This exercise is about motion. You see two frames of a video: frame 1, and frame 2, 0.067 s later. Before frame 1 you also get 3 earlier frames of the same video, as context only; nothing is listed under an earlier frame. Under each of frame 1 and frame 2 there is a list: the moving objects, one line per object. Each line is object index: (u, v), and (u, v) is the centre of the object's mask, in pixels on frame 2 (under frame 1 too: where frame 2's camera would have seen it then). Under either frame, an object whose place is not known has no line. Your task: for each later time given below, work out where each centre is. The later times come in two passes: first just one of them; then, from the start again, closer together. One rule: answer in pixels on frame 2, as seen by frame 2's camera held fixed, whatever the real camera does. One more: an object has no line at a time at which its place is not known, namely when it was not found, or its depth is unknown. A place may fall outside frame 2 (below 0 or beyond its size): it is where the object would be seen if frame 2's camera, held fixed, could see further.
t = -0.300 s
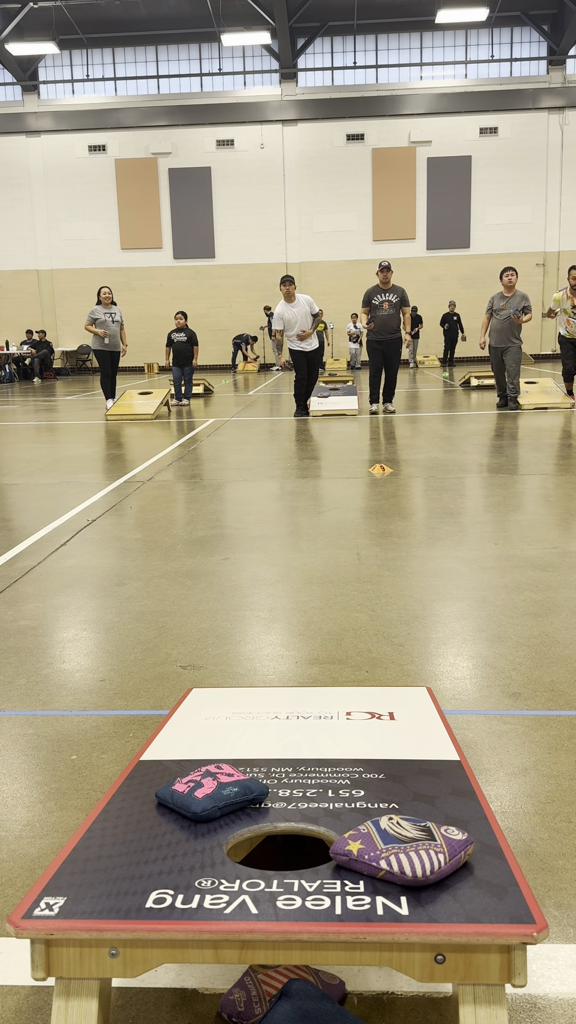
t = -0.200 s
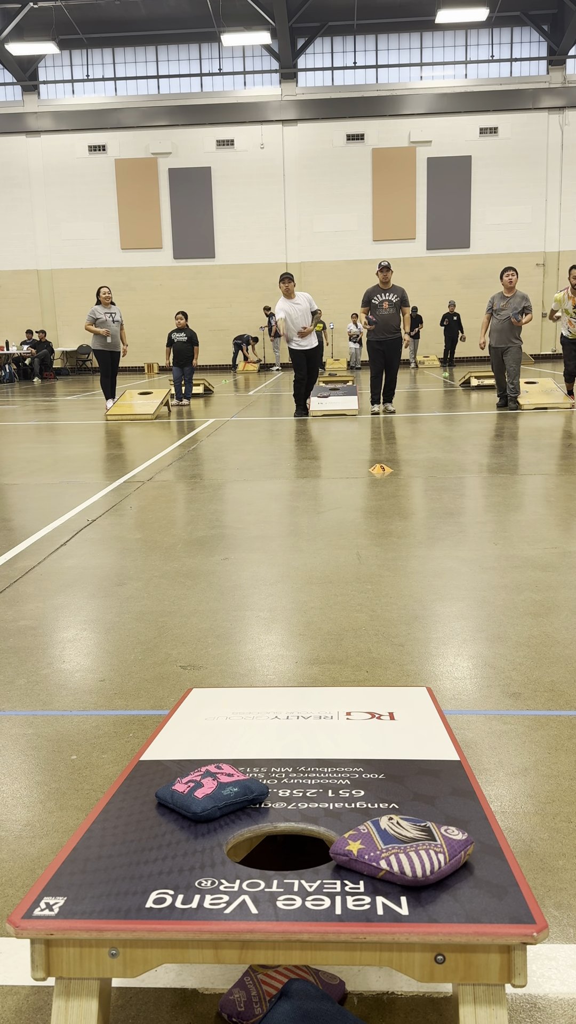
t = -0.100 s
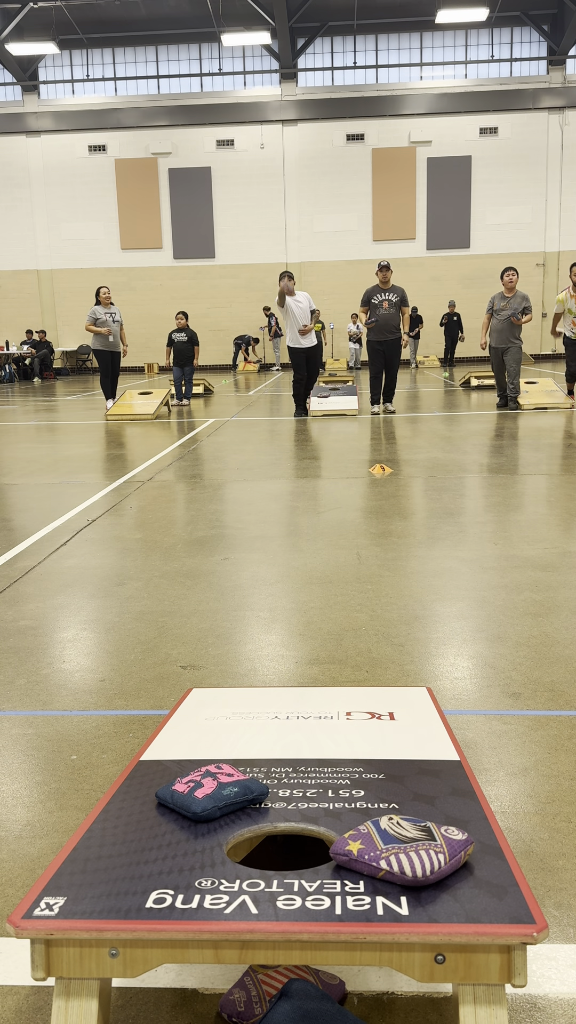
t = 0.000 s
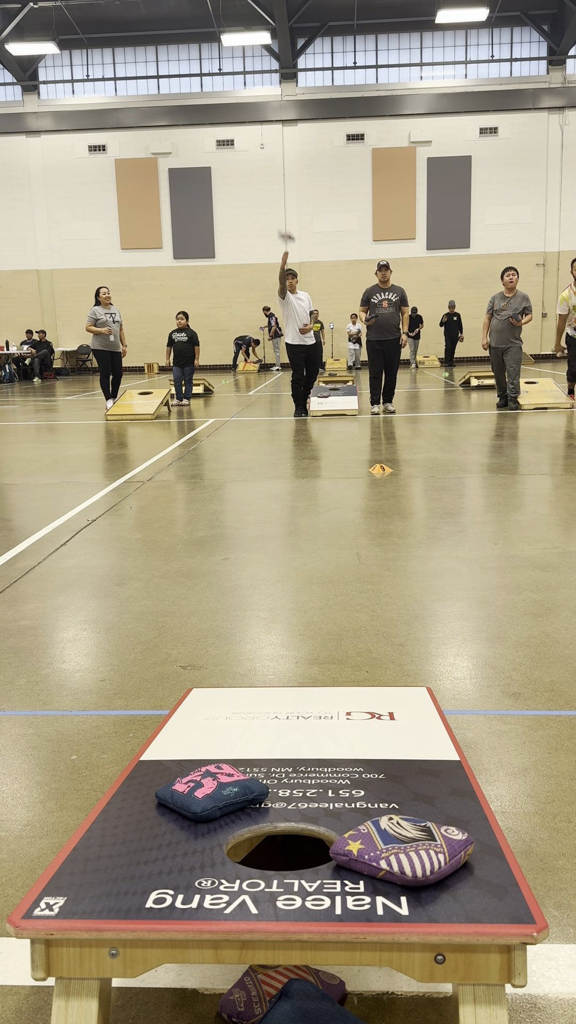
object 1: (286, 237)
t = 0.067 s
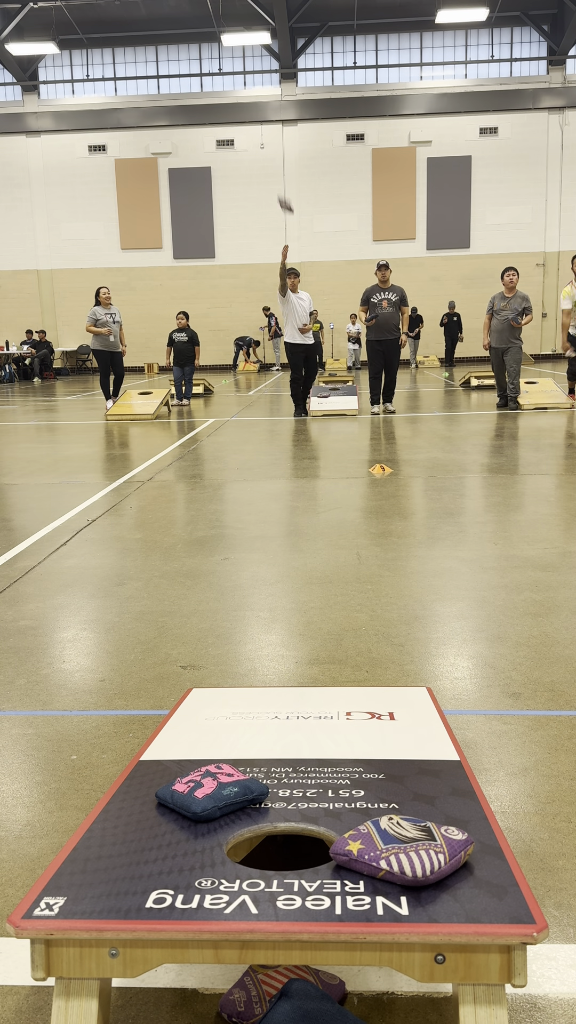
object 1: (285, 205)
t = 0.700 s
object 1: (265, 144)
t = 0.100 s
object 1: (285, 190)
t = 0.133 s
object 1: (285, 176)
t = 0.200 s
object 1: (283, 149)
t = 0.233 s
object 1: (282, 136)
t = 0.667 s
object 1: (268, 123)
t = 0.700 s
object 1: (265, 144)
